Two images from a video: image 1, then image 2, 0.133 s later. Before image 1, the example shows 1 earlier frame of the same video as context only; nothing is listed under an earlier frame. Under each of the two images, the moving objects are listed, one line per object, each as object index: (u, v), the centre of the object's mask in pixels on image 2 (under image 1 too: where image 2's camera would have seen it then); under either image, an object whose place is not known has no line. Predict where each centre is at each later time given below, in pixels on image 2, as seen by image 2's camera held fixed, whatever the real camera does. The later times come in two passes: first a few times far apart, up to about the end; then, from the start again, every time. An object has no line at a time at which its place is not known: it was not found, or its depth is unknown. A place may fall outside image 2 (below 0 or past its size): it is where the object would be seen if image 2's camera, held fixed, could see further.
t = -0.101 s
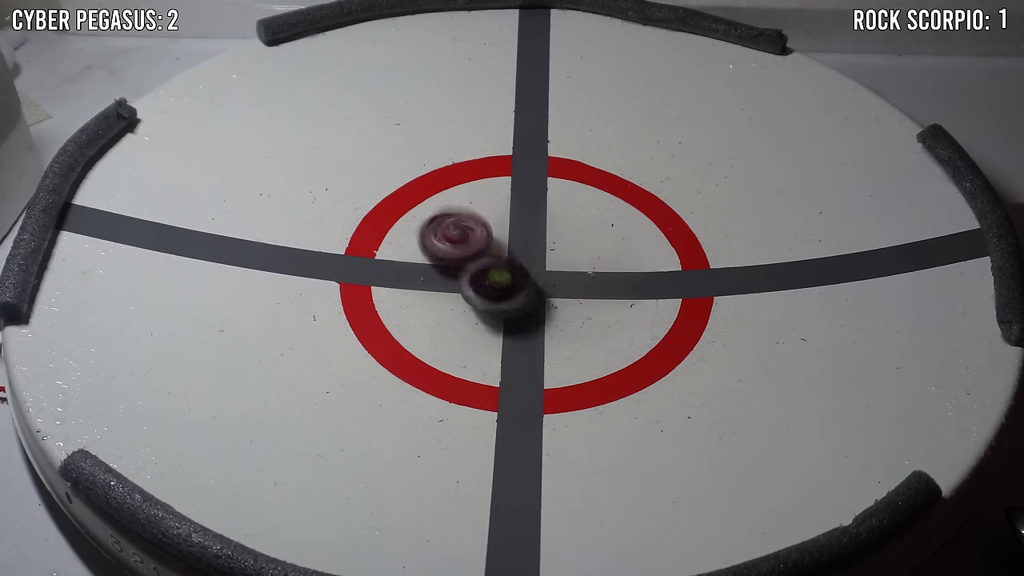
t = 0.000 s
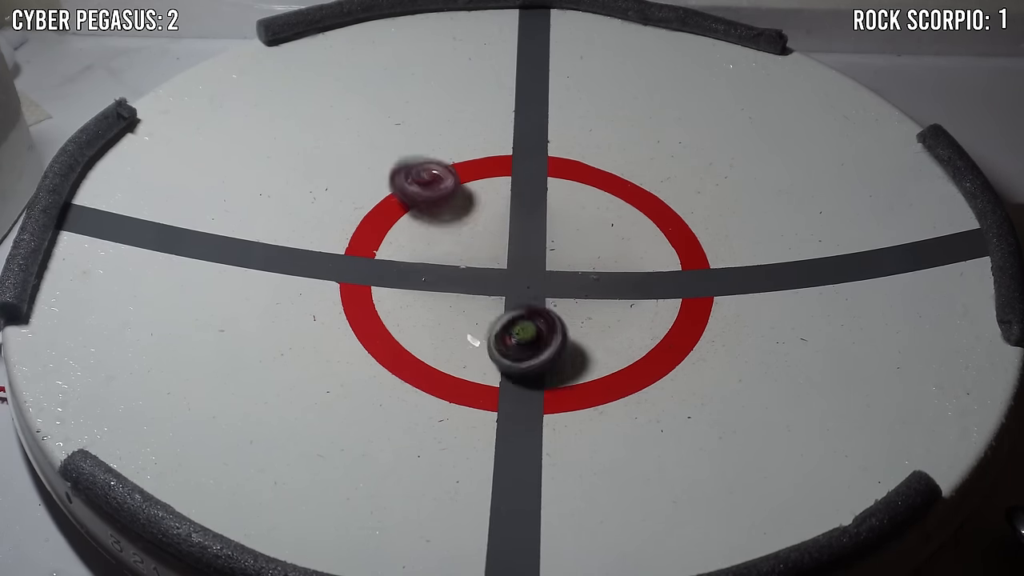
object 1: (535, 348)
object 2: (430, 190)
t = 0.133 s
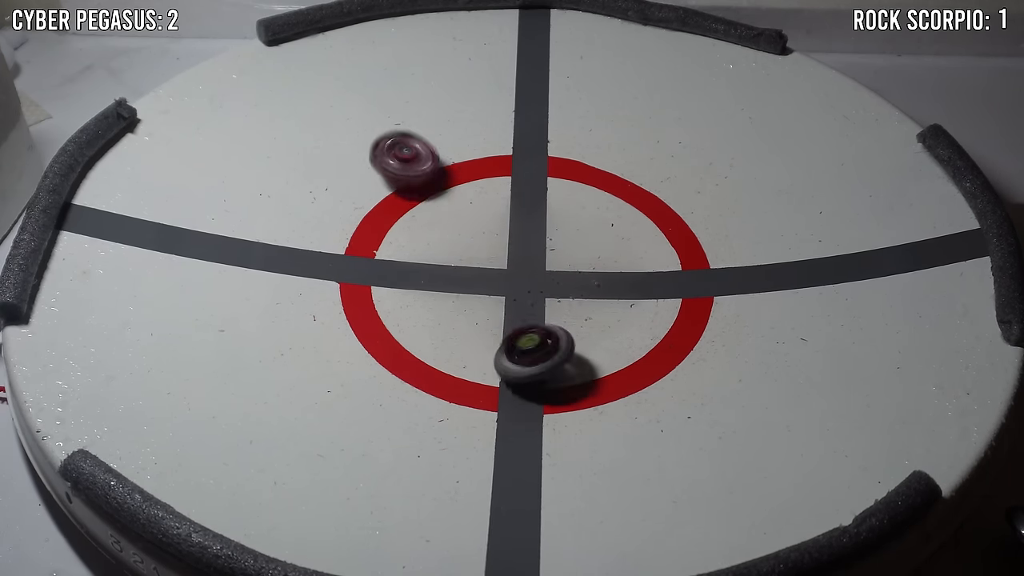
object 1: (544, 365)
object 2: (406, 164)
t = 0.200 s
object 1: (542, 370)
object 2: (398, 157)
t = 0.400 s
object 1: (530, 368)
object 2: (388, 156)
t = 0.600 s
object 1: (531, 347)
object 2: (394, 175)
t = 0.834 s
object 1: (565, 331)
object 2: (420, 202)
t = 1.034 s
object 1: (594, 337)
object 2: (435, 234)
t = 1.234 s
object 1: (600, 348)
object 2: (440, 271)
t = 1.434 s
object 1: (590, 341)
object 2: (436, 306)
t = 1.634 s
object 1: (592, 322)
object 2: (414, 326)
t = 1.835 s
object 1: (616, 312)
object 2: (387, 327)
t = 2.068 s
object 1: (638, 318)
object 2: (402, 317)
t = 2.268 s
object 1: (630, 317)
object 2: (432, 304)
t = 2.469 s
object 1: (621, 299)
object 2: (469, 290)
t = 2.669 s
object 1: (631, 284)
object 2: (502, 277)
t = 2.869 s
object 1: (651, 283)
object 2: (543, 279)
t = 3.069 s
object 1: (652, 288)
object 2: (567, 286)
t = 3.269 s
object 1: (637, 276)
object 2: (555, 296)
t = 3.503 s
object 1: (637, 259)
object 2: (535, 308)
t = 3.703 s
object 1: (649, 260)
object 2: (520, 294)
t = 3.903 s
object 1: (643, 260)
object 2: (509, 276)
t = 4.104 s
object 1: (629, 247)
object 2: (510, 258)
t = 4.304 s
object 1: (633, 238)
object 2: (521, 242)
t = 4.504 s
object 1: (636, 241)
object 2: (540, 237)
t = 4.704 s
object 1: (633, 238)
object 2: (542, 243)
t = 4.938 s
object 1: (628, 236)
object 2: (530, 253)
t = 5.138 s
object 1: (623, 233)
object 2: (515, 254)
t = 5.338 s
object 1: (616, 226)
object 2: (508, 254)
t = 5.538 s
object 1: (611, 222)
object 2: (512, 253)
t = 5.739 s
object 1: (607, 220)
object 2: (517, 253)
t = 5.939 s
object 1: (599, 216)
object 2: (515, 253)
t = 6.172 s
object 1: (590, 212)
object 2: (514, 255)
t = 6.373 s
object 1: (582, 210)
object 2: (515, 257)
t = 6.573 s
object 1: (575, 208)
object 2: (521, 257)
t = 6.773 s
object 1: (565, 207)
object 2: (518, 258)
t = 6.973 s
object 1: (559, 205)
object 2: (520, 259)
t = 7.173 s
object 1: (548, 203)
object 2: (521, 256)
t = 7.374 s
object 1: (541, 202)
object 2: (519, 260)
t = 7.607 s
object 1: (535, 200)
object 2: (522, 260)
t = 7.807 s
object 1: (530, 200)
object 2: (524, 263)
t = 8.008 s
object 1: (523, 201)
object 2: (527, 260)
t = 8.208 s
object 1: (513, 201)
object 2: (521, 260)
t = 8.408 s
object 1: (507, 199)
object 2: (522, 257)
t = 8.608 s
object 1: (510, 202)
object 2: (526, 255)
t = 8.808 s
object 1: (507, 206)
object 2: (522, 256)
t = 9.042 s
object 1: (523, 211)
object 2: (508, 259)
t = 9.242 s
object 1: (539, 210)
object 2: (501, 255)
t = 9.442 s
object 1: (534, 212)
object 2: (494, 259)
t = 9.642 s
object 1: (520, 213)
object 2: (485, 267)
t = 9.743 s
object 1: (518, 214)
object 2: (481, 268)
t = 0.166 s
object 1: (545, 369)
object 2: (401, 160)
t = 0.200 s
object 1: (542, 370)
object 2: (398, 157)
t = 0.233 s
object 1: (540, 372)
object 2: (395, 156)
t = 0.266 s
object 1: (540, 373)
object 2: (395, 156)
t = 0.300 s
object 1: (537, 372)
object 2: (393, 155)
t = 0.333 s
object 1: (533, 373)
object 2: (391, 154)
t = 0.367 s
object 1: (531, 370)
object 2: (389, 155)
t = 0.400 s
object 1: (530, 368)
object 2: (388, 156)
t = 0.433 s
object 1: (528, 364)
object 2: (388, 158)
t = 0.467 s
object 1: (526, 361)
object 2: (387, 161)
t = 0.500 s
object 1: (527, 358)
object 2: (388, 164)
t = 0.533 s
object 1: (527, 353)
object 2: (388, 166)
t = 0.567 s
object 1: (529, 350)
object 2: (391, 172)
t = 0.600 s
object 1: (531, 347)
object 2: (394, 175)
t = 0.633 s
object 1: (533, 343)
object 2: (397, 178)
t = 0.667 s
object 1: (538, 341)
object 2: (400, 181)
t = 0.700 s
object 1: (543, 338)
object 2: (403, 184)
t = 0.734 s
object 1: (549, 336)
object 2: (407, 188)
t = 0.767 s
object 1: (554, 333)
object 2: (411, 192)
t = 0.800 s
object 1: (561, 332)
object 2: (416, 197)
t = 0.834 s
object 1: (565, 331)
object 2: (420, 202)
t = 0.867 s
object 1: (570, 331)
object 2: (423, 207)
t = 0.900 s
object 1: (576, 331)
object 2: (426, 213)
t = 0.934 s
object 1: (582, 332)
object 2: (429, 218)
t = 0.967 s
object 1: (586, 333)
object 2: (431, 223)
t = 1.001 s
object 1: (590, 335)
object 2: (434, 231)
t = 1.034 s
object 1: (594, 337)
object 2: (435, 234)
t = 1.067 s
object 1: (596, 338)
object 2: (437, 243)
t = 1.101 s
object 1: (599, 341)
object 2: (438, 245)
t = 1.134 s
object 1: (601, 344)
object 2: (438, 250)
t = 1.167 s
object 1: (601, 345)
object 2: (439, 257)
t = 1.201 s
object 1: (601, 347)
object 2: (439, 261)
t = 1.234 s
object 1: (600, 348)
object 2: (440, 271)
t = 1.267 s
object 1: (599, 349)
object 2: (438, 269)
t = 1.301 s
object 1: (596, 348)
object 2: (438, 281)
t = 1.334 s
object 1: (593, 348)
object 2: (435, 279)
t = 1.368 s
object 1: (594, 346)
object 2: (440, 296)
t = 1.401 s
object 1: (591, 343)
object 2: (439, 301)
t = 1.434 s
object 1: (590, 341)
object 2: (436, 306)
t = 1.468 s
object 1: (588, 338)
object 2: (433, 310)
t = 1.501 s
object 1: (588, 336)
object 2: (430, 313)
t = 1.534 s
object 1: (588, 331)
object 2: (426, 318)
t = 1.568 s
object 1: (588, 329)
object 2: (421, 320)
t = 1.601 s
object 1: (591, 326)
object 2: (418, 324)
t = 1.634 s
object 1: (592, 322)
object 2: (414, 326)
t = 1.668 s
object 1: (596, 320)
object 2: (410, 328)
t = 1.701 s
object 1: (599, 317)
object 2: (406, 331)
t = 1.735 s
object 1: (603, 316)
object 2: (394, 323)
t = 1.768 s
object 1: (607, 314)
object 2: (390, 325)
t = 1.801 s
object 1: (611, 313)
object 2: (389, 326)
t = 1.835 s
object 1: (616, 312)
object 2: (387, 327)
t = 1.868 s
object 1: (620, 312)
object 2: (390, 327)
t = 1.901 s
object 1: (625, 312)
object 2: (391, 327)
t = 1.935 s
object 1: (628, 313)
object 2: (394, 326)
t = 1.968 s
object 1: (632, 314)
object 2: (397, 324)
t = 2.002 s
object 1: (634, 316)
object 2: (398, 322)
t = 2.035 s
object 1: (636, 317)
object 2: (399, 320)
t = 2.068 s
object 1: (638, 318)
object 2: (402, 317)
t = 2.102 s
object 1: (638, 318)
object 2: (407, 319)
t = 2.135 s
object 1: (637, 321)
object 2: (410, 312)
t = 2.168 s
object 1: (636, 320)
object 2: (421, 318)
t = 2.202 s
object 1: (634, 319)
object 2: (421, 311)
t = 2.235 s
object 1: (633, 318)
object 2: (427, 308)
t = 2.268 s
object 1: (630, 317)
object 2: (432, 304)
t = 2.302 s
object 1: (628, 315)
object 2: (437, 297)
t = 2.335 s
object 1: (625, 312)
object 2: (443, 297)
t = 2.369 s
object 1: (624, 309)
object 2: (447, 290)
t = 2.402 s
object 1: (623, 306)
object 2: (453, 287)
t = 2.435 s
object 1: (624, 303)
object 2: (463, 292)
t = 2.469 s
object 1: (621, 299)
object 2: (469, 290)
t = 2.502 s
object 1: (621, 296)
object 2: (471, 281)
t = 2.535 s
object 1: (622, 293)
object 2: (477, 279)
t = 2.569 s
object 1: (624, 290)
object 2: (484, 279)
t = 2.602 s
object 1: (625, 287)
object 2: (490, 277)
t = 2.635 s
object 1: (628, 286)
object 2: (497, 276)
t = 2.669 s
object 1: (631, 284)
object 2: (502, 277)
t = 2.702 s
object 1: (634, 282)
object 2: (510, 275)
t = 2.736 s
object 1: (638, 282)
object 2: (516, 276)
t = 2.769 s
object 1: (641, 282)
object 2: (524, 276)
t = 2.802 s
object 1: (645, 282)
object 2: (531, 276)
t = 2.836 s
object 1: (648, 282)
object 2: (537, 275)
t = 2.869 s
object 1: (651, 283)
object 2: (543, 279)
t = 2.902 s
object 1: (652, 284)
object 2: (548, 279)
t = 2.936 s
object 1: (653, 284)
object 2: (556, 280)
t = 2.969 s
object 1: (653, 285)
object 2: (560, 282)
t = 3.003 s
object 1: (653, 286)
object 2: (564, 283)
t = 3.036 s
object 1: (653, 287)
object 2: (569, 284)
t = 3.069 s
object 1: (652, 288)
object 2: (567, 286)
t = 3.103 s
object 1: (650, 286)
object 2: (564, 285)
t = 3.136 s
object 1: (646, 285)
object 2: (564, 288)
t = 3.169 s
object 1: (645, 284)
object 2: (562, 290)
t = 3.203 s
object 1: (642, 282)
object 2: (561, 294)
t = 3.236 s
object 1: (639, 279)
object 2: (559, 296)
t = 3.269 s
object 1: (637, 276)
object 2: (555, 296)
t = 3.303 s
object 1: (637, 274)
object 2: (554, 299)
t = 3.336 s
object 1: (635, 270)
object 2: (551, 302)
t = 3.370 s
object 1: (634, 268)
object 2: (549, 305)
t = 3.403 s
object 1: (634, 265)
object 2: (545, 304)
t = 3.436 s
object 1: (635, 263)
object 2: (542, 304)
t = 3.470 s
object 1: (635, 261)
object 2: (539, 308)
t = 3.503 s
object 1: (637, 259)
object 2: (535, 308)
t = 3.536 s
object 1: (639, 258)
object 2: (534, 305)
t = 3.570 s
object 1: (642, 258)
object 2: (530, 303)
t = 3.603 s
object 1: (644, 258)
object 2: (527, 301)
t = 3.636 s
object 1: (646, 258)
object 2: (526, 300)
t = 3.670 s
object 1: (648, 259)
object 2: (521, 298)
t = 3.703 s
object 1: (649, 260)
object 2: (520, 294)
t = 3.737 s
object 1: (649, 260)
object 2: (517, 292)
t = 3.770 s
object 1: (649, 261)
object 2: (514, 289)
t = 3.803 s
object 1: (648, 261)
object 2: (515, 285)
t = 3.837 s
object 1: (647, 262)
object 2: (511, 282)
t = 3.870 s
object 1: (644, 261)
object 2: (510, 280)
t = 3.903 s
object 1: (643, 260)
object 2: (509, 276)
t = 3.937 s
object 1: (639, 259)
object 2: (507, 273)
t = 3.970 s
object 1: (637, 257)
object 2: (508, 268)
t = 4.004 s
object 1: (635, 255)
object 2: (509, 266)
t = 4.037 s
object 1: (633, 252)
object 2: (508, 264)
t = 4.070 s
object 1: (631, 250)
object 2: (510, 260)
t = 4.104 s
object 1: (629, 247)
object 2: (510, 258)
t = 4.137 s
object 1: (628, 245)
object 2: (511, 255)
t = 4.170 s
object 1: (628, 243)
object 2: (514, 252)
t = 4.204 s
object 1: (629, 241)
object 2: (514, 251)
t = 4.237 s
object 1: (630, 239)
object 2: (517, 248)
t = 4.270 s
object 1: (632, 238)
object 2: (520, 246)
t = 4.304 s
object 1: (633, 238)
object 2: (521, 242)
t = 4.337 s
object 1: (634, 238)
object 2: (526, 242)
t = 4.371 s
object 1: (636, 239)
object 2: (529, 240)
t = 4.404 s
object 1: (637, 239)
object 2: (530, 240)
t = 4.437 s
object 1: (637, 239)
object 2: (535, 239)
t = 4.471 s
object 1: (637, 240)
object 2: (538, 239)
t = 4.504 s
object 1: (636, 241)
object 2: (540, 237)
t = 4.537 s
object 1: (634, 242)
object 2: (546, 238)
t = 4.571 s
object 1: (631, 242)
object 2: (547, 239)
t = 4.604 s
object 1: (630, 241)
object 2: (549, 239)
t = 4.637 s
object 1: (634, 239)
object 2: (544, 240)
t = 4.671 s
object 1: (636, 238)
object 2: (541, 240)
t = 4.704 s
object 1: (633, 238)
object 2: (542, 243)
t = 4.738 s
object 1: (629, 239)
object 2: (541, 247)
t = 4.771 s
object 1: (628, 239)
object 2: (535, 246)
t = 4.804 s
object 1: (629, 238)
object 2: (535, 247)
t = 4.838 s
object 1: (631, 237)
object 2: (535, 250)
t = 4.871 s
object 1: (632, 234)
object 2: (531, 251)
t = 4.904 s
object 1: (631, 235)
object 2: (529, 251)
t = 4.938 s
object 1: (628, 236)
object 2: (530, 253)
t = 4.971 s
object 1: (627, 236)
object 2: (525, 254)
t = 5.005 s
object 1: (626, 236)
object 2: (521, 255)
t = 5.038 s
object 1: (626, 234)
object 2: (523, 255)
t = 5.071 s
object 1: (626, 233)
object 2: (520, 255)
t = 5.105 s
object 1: (626, 233)
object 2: (515, 255)
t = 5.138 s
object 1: (623, 233)
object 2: (515, 254)
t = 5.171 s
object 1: (620, 232)
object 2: (515, 256)
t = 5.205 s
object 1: (619, 232)
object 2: (510, 255)
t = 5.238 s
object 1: (618, 231)
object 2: (510, 253)
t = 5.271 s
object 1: (619, 229)
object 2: (511, 253)
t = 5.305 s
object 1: (617, 227)
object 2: (510, 255)
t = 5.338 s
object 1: (616, 226)
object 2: (508, 254)
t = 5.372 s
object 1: (613, 226)
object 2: (512, 253)
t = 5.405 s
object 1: (612, 226)
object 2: (513, 253)
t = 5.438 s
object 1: (612, 225)
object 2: (510, 254)
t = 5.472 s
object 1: (612, 223)
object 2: (511, 252)
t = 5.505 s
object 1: (612, 223)
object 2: (515, 252)
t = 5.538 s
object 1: (611, 222)
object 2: (512, 253)
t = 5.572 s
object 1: (610, 222)
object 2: (512, 257)
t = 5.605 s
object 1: (608, 222)
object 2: (514, 252)
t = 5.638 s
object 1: (608, 221)
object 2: (515, 251)
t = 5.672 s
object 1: (607, 221)
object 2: (513, 255)
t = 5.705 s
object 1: (608, 220)
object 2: (515, 254)
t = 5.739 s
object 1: (607, 220)
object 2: (517, 253)
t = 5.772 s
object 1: (604, 219)
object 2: (514, 255)
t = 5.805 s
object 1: (603, 219)
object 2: (513, 255)
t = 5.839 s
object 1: (601, 219)
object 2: (517, 254)
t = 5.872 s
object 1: (601, 218)
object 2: (517, 255)
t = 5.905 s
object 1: (600, 217)
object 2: (513, 256)
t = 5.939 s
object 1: (599, 216)
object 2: (515, 253)
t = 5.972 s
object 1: (597, 216)
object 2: (518, 254)
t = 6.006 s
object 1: (596, 215)
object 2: (516, 256)
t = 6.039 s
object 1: (594, 215)
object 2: (513, 256)
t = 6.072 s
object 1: (593, 214)
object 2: (515, 255)
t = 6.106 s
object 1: (592, 214)
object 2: (516, 255)
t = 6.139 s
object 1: (591, 213)
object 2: (513, 256)
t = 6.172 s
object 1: (590, 212)
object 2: (514, 255)
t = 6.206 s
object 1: (588, 212)
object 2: (516, 254)
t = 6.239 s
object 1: (586, 211)
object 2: (515, 256)
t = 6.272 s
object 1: (585, 212)
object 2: (513, 257)
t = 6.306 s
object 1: (584, 211)
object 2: (515, 255)
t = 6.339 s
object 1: (584, 210)
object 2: (517, 254)
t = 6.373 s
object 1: (582, 210)
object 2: (515, 257)
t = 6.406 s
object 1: (580, 209)
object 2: (515, 256)
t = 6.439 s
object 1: (579, 209)
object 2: (519, 255)
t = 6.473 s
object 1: (579, 209)
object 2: (519, 256)
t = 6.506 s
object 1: (578, 209)
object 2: (516, 255)
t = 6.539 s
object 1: (576, 208)
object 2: (518, 255)
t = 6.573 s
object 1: (575, 208)
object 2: (521, 257)
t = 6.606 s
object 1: (573, 208)
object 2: (519, 258)
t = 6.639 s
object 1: (572, 208)
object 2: (517, 258)
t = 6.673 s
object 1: (571, 208)
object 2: (519, 257)
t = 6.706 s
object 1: (569, 208)
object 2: (521, 257)
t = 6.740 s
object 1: (568, 208)
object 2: (519, 258)
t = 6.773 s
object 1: (565, 207)
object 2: (518, 258)
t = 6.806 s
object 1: (564, 207)
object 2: (521, 257)
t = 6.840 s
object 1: (562, 207)
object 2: (520, 259)
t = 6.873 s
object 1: (561, 206)
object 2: (518, 263)
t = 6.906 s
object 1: (560, 206)
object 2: (518, 258)
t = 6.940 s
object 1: (559, 204)
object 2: (521, 257)
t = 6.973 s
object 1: (559, 205)
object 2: (520, 259)
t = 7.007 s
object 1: (556, 204)
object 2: (518, 263)
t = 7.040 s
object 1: (555, 204)
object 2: (517, 258)
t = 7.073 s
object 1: (551, 203)
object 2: (519, 257)
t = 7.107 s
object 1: (549, 203)
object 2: (517, 258)
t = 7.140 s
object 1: (549, 203)
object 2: (517, 257)
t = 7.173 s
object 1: (548, 203)
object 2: (521, 256)
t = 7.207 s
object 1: (550, 201)
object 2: (522, 259)
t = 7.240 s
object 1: (548, 201)
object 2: (517, 259)
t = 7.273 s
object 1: (546, 200)
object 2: (516, 260)
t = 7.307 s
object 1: (544, 202)
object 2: (520, 255)
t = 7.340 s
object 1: (542, 201)
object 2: (522, 256)
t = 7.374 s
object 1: (541, 202)
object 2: (519, 260)
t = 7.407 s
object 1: (541, 201)
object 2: (518, 259)
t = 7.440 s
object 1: (541, 201)
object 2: (519, 259)
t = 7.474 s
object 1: (541, 201)
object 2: (519, 259)
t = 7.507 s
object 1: (540, 200)
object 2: (519, 259)
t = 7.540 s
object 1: (539, 201)
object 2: (522, 258)
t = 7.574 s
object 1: (536, 201)
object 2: (524, 258)
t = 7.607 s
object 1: (535, 200)
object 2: (522, 260)
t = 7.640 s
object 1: (525, 196)
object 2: (519, 260)
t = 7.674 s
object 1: (533, 201)
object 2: (519, 258)
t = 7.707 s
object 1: (533, 203)
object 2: (525, 257)
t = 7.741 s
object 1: (523, 192)
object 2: (526, 257)
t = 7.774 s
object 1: (532, 200)
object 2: (525, 260)
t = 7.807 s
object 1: (530, 200)
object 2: (524, 263)
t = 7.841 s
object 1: (528, 200)
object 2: (523, 260)
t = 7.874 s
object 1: (526, 200)
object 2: (524, 259)
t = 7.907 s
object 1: (525, 201)
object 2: (523, 258)
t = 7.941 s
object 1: (517, 199)
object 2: (526, 258)
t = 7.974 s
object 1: (523, 202)
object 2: (528, 259)
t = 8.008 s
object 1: (523, 201)
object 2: (527, 260)
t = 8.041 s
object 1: (516, 193)
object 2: (521, 259)
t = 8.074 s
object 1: (516, 193)
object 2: (520, 259)
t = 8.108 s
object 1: (523, 201)
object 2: (524, 256)
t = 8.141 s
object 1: (517, 198)
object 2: (527, 257)
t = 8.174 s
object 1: (515, 198)
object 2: (526, 259)
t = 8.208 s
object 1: (513, 201)
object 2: (521, 260)
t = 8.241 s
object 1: (509, 201)
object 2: (520, 260)
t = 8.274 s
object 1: (509, 203)
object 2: (523, 254)
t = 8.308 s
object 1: (510, 203)
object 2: (525, 256)
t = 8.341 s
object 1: (510, 203)
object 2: (525, 258)
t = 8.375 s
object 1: (510, 203)
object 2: (522, 256)
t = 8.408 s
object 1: (507, 199)
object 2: (522, 257)
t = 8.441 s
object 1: (508, 199)
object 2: (525, 257)
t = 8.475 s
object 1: (508, 200)
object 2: (526, 257)
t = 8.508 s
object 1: (509, 202)
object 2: (527, 257)
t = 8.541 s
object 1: (510, 201)
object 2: (526, 258)
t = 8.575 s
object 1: (510, 201)
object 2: (524, 254)
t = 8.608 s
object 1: (510, 202)
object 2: (526, 255)
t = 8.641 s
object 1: (510, 204)
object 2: (530, 256)
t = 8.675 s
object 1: (507, 204)
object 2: (532, 257)
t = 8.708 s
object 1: (505, 204)
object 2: (530, 257)
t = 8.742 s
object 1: (505, 205)
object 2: (524, 258)
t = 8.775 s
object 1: (505, 206)
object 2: (520, 257)
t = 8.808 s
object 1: (507, 206)
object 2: (522, 256)
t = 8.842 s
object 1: (508, 206)
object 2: (523, 255)
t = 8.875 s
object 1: (509, 206)
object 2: (523, 258)
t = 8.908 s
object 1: (509, 207)
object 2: (521, 257)
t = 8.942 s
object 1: (511, 208)
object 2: (517, 259)
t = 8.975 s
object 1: (514, 209)
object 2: (513, 258)
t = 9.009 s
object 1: (518, 210)
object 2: (510, 258)
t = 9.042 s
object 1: (523, 211)
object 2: (508, 259)
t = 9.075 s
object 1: (528, 212)
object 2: (505, 259)
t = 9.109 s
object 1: (532, 212)
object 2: (503, 259)
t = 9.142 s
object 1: (533, 212)
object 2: (502, 258)
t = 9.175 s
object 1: (535, 210)
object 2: (501, 257)
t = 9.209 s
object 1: (536, 209)
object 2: (501, 256)
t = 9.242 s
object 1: (539, 210)
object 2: (501, 255)
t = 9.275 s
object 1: (539, 210)
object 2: (501, 256)
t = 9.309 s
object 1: (536, 208)
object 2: (502, 256)
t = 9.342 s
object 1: (535, 209)
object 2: (500, 257)
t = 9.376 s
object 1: (535, 210)
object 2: (498, 258)
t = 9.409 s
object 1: (534, 212)
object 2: (496, 258)
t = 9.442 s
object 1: (534, 212)
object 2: (494, 259)
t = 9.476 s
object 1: (532, 213)
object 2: (495, 260)
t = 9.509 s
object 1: (529, 213)
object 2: (493, 261)
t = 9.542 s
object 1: (527, 212)
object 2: (492, 263)
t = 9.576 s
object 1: (523, 213)
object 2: (488, 264)
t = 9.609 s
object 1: (521, 213)
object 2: (488, 265)
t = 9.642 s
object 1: (520, 213)
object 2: (485, 267)
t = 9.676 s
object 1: (519, 214)
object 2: (483, 267)
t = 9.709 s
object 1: (519, 213)
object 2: (483, 267)
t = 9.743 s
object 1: (518, 214)
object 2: (481, 268)
